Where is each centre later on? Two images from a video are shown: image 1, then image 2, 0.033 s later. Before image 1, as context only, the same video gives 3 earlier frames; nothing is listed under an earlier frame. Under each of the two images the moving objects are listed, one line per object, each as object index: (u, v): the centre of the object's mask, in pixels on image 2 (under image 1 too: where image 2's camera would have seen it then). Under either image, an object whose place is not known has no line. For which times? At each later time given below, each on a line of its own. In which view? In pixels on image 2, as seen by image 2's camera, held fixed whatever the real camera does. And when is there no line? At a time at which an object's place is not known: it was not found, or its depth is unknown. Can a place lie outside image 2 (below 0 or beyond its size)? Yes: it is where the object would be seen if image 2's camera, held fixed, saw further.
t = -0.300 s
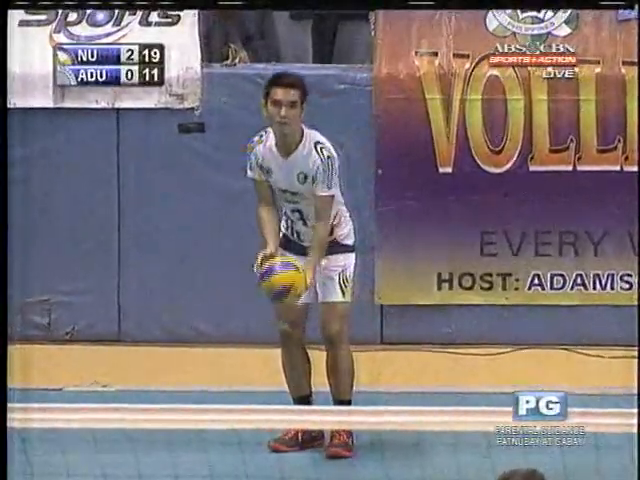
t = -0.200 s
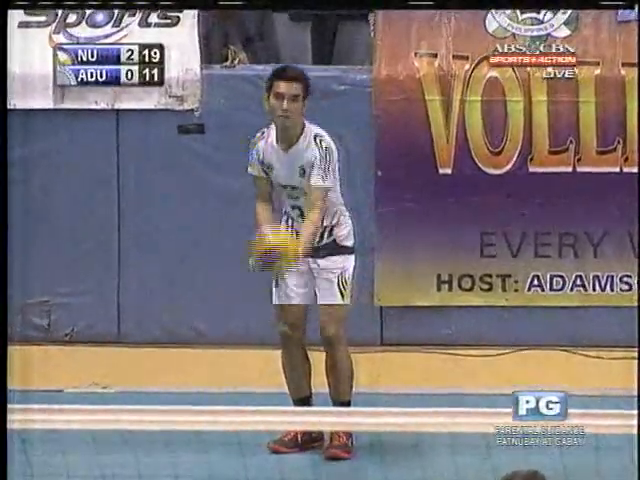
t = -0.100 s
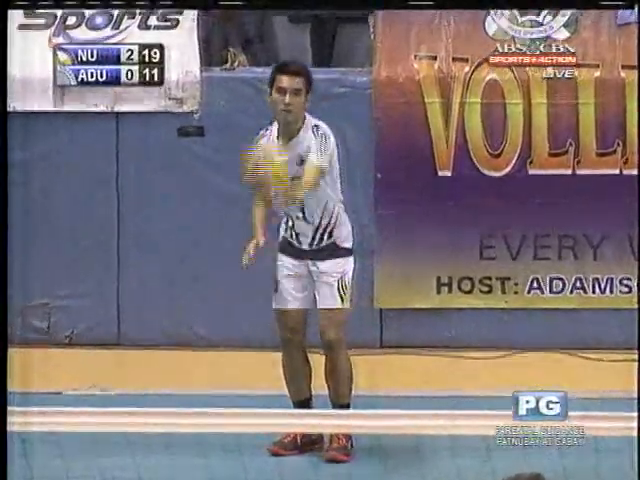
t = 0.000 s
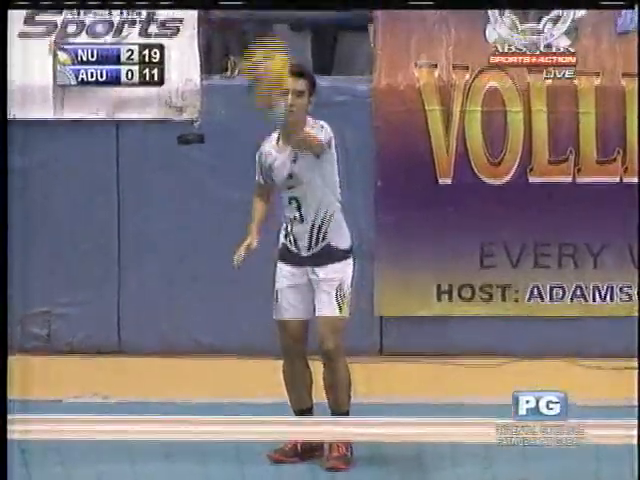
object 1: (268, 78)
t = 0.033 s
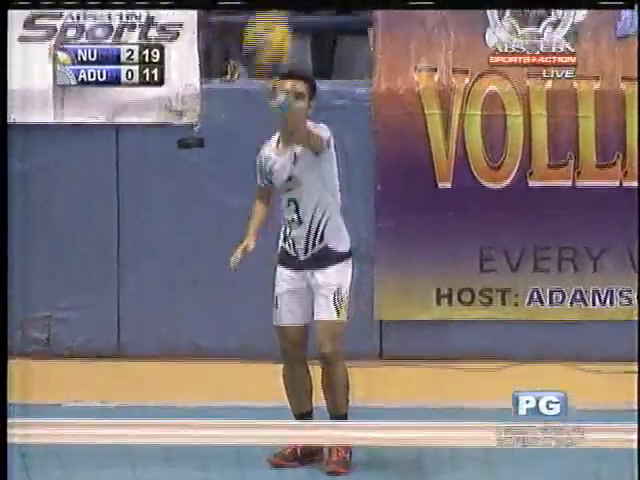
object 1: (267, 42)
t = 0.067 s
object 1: (268, 19)
